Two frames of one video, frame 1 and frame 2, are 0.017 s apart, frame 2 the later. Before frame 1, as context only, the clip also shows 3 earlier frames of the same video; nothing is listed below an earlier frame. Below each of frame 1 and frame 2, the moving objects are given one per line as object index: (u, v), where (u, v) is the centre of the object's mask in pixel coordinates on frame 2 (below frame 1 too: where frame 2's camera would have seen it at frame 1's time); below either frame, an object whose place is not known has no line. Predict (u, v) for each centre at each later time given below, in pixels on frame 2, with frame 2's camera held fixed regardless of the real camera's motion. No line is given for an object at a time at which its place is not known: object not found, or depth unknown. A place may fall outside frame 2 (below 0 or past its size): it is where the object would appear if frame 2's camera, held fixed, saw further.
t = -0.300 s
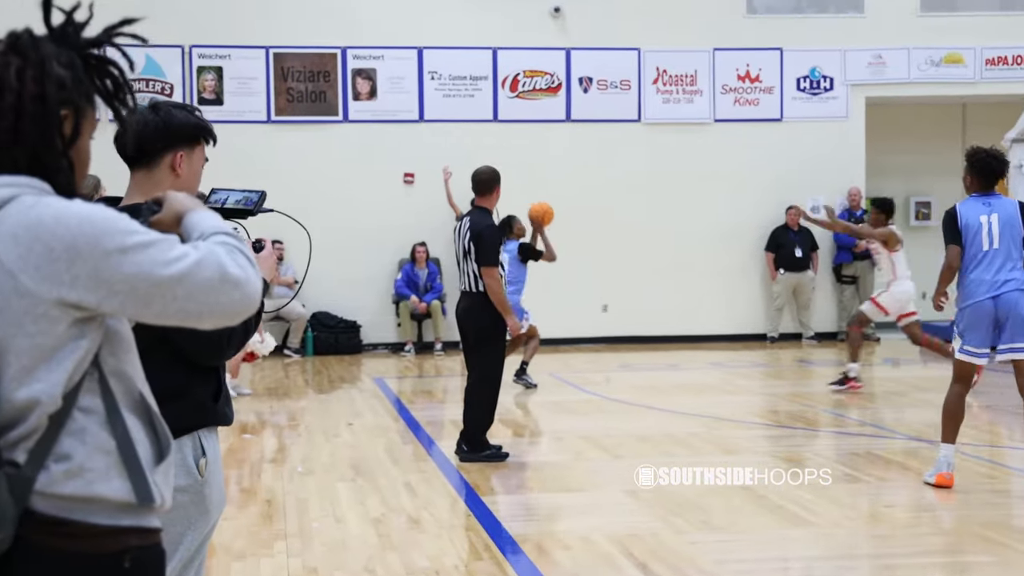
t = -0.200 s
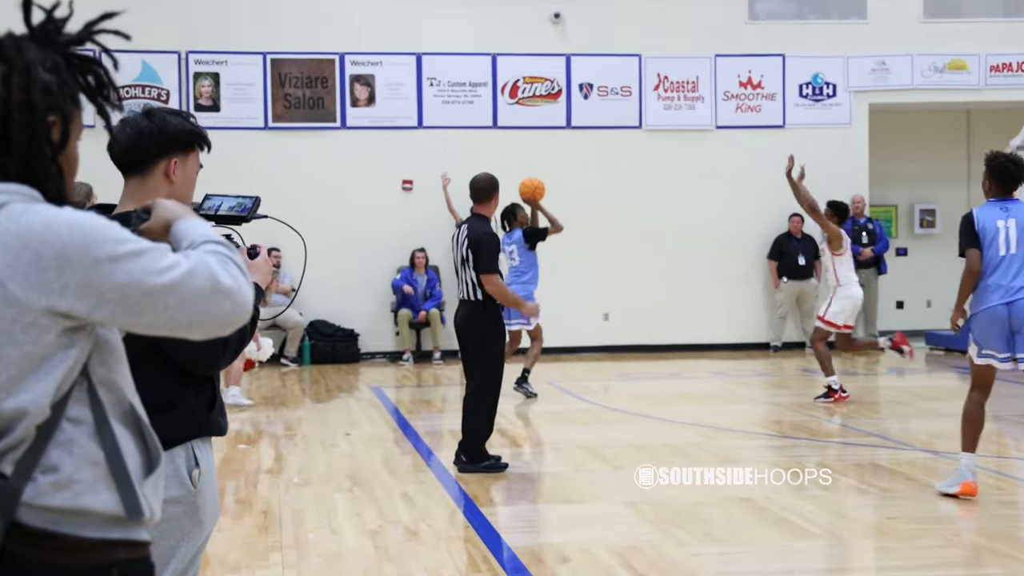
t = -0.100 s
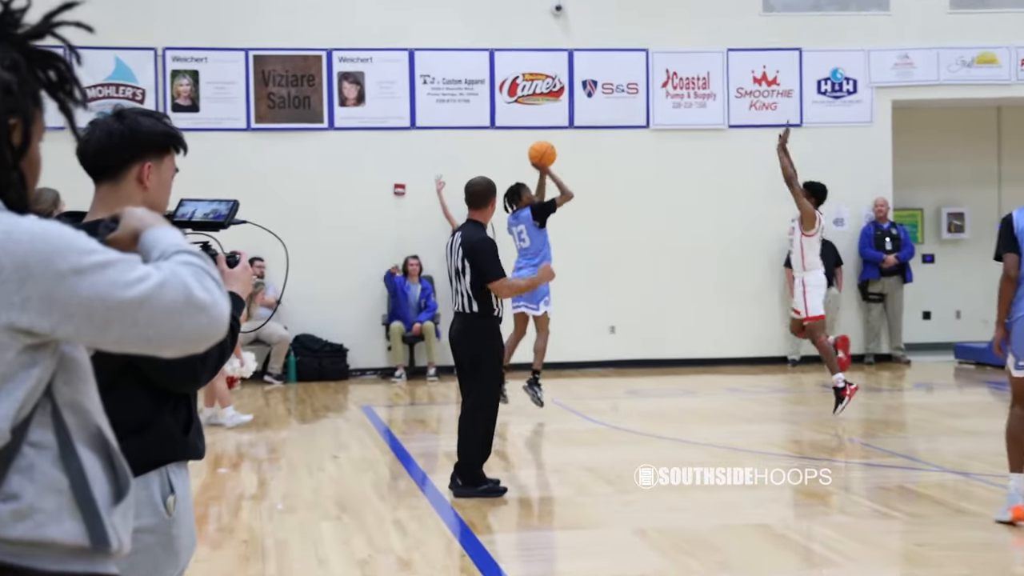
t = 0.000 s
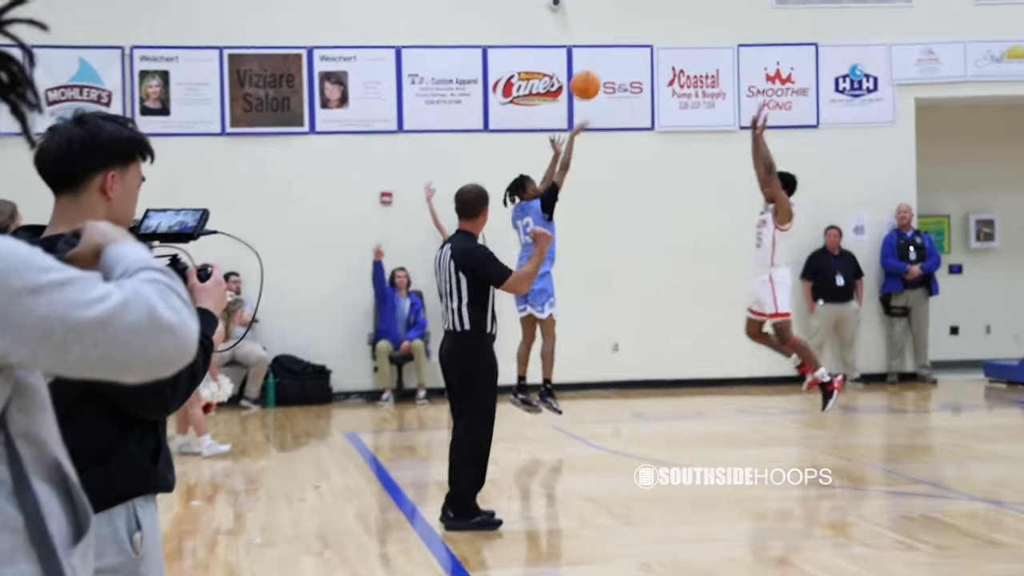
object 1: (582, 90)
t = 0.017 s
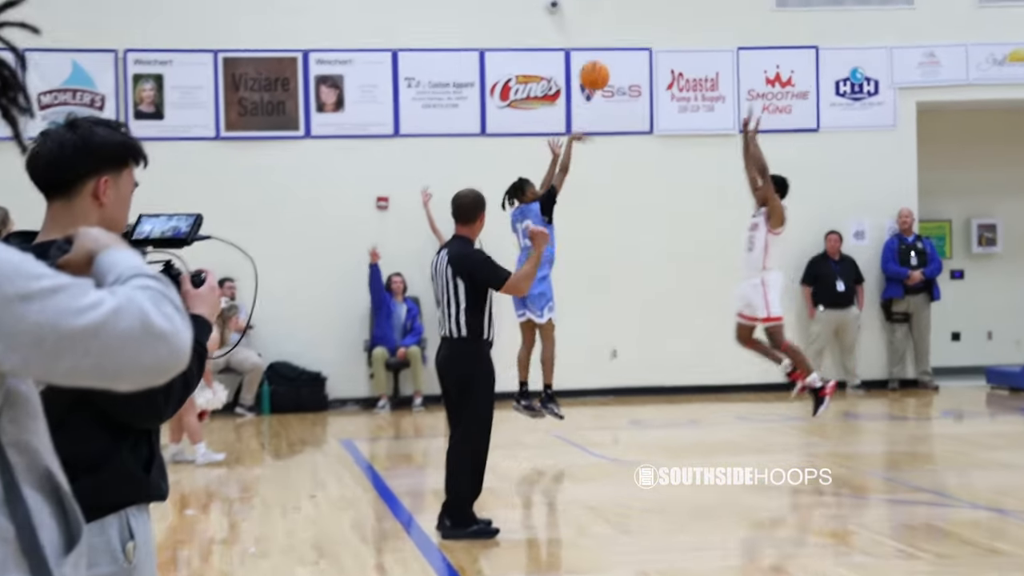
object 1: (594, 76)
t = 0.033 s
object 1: (606, 61)
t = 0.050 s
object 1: (618, 48)
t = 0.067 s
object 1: (629, 36)
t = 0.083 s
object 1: (640, 25)
